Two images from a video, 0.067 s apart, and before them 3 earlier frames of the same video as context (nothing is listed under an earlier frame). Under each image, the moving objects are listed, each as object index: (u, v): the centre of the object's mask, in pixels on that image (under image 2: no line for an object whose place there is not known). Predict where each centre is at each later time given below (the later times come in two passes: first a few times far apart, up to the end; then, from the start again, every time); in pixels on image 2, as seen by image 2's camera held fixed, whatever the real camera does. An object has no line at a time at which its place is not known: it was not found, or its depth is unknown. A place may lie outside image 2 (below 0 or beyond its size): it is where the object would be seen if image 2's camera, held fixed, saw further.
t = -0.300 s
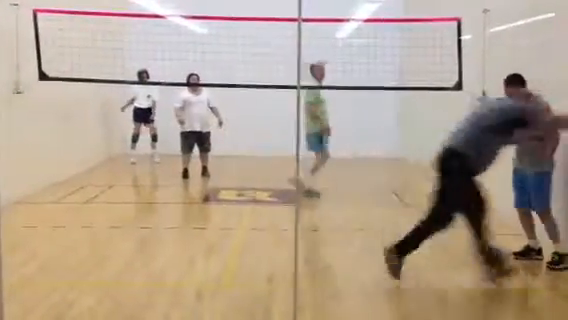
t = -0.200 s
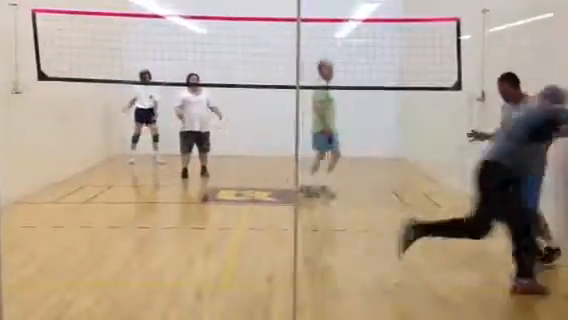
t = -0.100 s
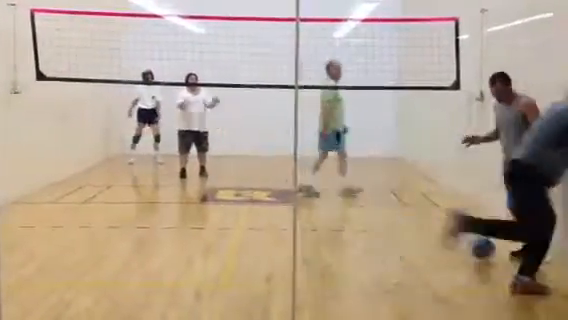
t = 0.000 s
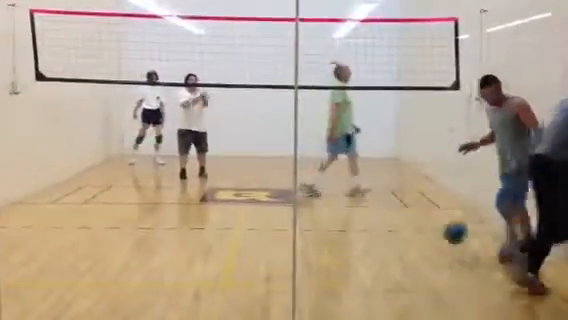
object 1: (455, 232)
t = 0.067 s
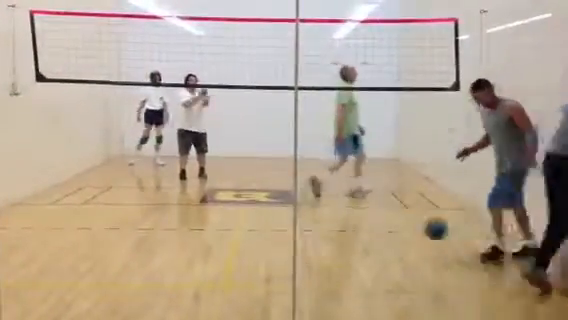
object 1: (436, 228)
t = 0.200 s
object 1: (399, 233)
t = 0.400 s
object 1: (346, 233)
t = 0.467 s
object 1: (329, 228)
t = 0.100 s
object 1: (427, 227)
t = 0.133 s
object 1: (417, 228)
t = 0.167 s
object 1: (408, 231)
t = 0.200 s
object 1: (399, 233)
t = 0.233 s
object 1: (390, 237)
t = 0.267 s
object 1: (381, 241)
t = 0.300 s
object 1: (371, 248)
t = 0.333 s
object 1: (363, 242)
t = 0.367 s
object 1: (355, 237)
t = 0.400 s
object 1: (346, 233)
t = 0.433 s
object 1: (337, 230)
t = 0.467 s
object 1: (329, 228)
